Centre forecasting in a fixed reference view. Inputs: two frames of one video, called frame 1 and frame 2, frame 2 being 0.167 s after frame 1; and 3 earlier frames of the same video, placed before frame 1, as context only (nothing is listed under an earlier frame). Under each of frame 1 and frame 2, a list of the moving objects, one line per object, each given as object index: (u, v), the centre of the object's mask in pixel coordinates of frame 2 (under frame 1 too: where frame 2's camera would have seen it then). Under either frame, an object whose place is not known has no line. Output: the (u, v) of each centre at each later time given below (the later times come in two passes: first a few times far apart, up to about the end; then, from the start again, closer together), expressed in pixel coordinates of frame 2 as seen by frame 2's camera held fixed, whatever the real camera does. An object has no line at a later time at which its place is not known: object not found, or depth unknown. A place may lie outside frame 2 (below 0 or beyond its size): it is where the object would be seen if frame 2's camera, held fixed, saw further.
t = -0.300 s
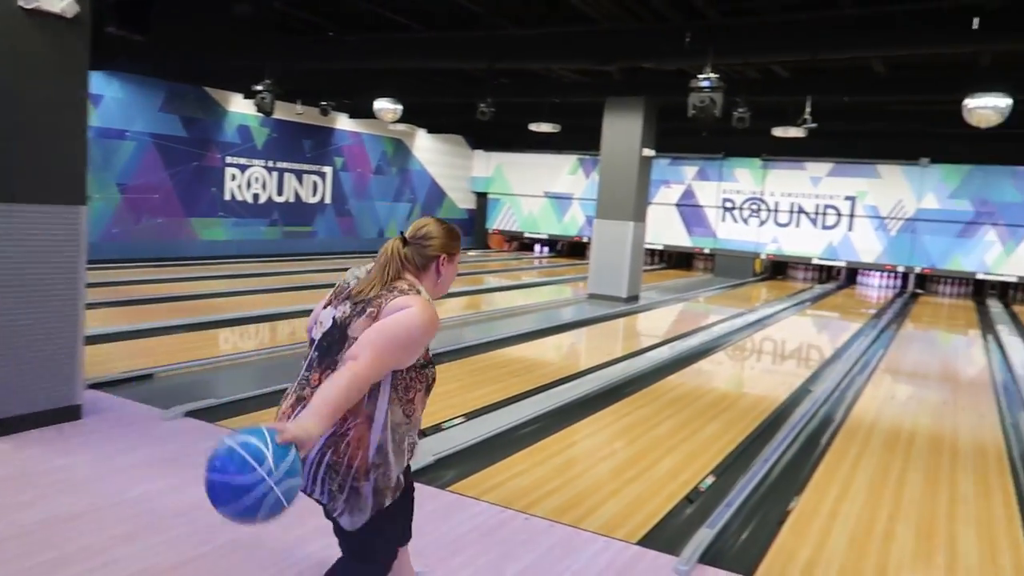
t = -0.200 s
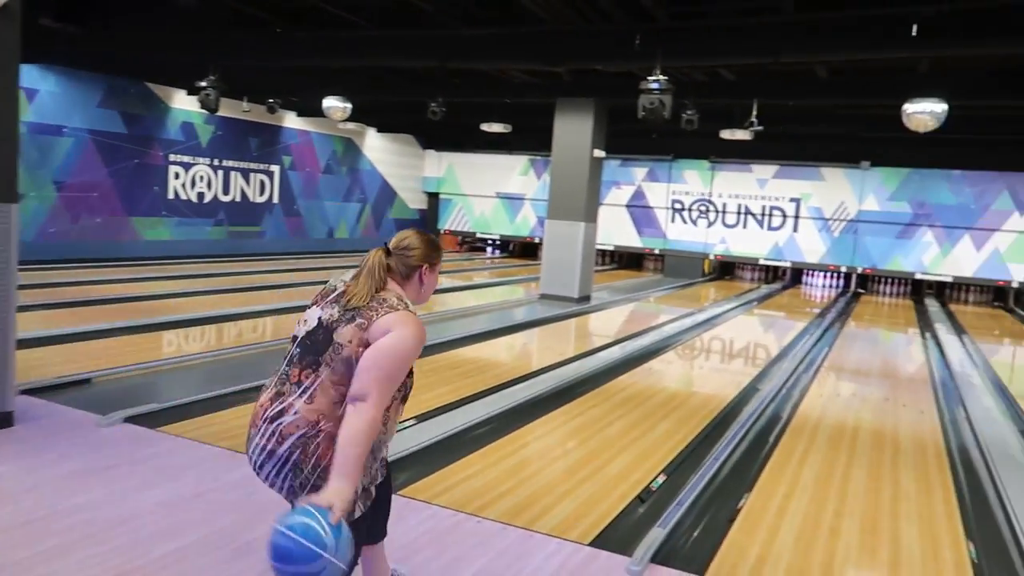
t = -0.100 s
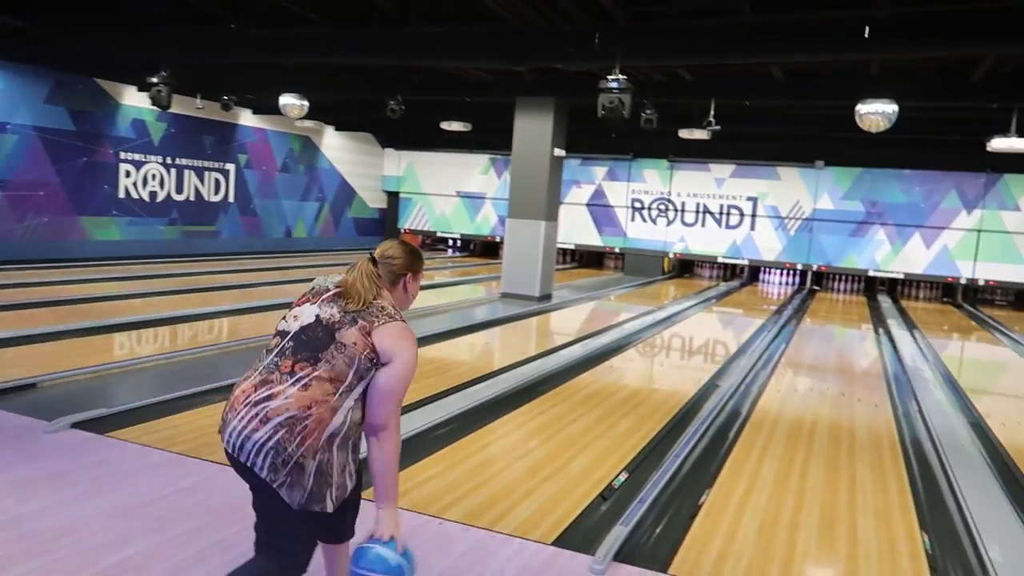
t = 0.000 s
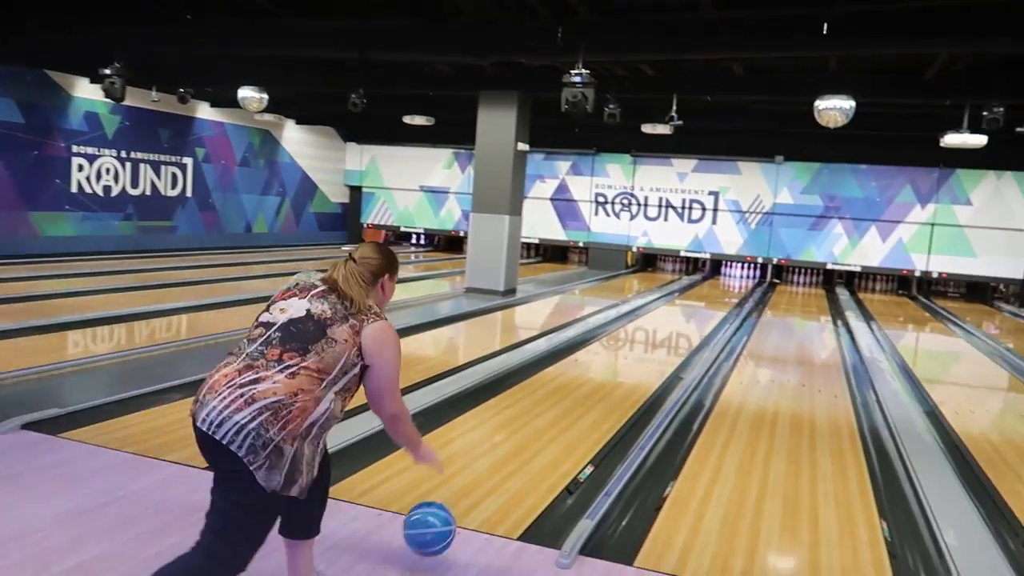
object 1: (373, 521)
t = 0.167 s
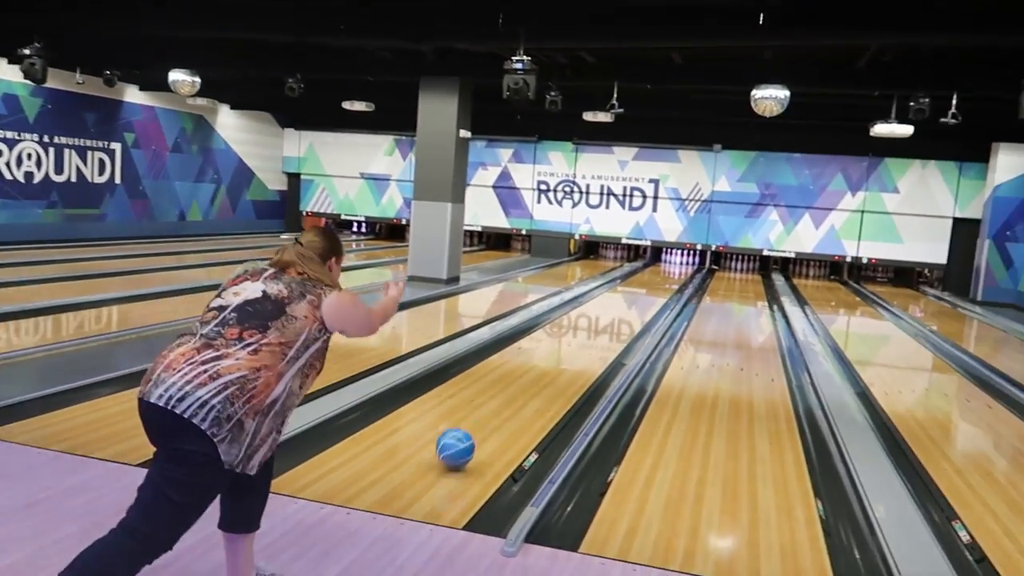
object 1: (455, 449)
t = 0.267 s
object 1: (486, 418)
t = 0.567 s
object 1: (542, 357)
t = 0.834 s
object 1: (571, 327)
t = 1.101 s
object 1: (590, 307)
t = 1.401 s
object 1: (604, 291)
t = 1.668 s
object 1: (613, 282)
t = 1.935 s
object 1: (623, 277)
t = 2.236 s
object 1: (633, 271)
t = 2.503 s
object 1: (643, 267)
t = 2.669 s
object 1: (647, 264)
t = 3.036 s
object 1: (656, 261)
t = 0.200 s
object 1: (466, 439)
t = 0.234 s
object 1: (477, 428)
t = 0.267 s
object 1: (486, 418)
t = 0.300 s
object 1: (495, 409)
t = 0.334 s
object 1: (502, 401)
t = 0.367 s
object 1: (509, 393)
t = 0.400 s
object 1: (516, 386)
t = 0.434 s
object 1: (523, 379)
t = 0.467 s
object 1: (528, 373)
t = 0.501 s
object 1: (533, 367)
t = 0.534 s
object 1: (538, 362)
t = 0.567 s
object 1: (542, 357)
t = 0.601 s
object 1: (547, 352)
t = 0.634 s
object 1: (551, 348)
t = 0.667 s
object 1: (555, 344)
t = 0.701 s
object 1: (559, 340)
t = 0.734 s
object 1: (562, 337)
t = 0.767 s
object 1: (565, 333)
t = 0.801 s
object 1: (568, 330)
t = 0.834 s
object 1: (571, 327)
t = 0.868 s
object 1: (573, 324)
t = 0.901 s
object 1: (576, 321)
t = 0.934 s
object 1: (578, 319)
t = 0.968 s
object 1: (581, 316)
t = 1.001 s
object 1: (584, 314)
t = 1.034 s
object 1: (586, 311)
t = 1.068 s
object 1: (587, 309)
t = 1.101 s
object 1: (590, 307)
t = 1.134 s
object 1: (592, 305)
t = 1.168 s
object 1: (593, 303)
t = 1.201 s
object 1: (596, 302)
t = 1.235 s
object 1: (597, 300)
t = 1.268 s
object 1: (599, 298)
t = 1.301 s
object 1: (600, 296)
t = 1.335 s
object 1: (601, 295)
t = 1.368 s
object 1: (603, 293)
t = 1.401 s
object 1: (604, 291)
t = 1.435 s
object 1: (605, 290)
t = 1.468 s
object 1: (606, 289)
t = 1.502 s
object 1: (608, 287)
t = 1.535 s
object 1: (609, 286)
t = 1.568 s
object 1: (610, 285)
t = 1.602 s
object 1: (612, 283)
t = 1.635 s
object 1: (612, 283)
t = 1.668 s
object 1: (613, 282)
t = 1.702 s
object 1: (614, 281)
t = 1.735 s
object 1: (615, 281)
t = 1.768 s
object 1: (615, 281)
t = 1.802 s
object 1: (615, 281)
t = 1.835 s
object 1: (617, 280)
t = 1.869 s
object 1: (620, 279)
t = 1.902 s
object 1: (622, 277)
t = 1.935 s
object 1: (623, 277)
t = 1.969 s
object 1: (625, 276)
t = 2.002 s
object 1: (625, 275)
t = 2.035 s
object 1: (626, 275)
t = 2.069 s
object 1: (628, 274)
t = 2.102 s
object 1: (629, 273)
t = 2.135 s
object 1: (631, 272)
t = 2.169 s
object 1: (631, 272)
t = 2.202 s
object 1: (632, 272)
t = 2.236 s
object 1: (633, 271)
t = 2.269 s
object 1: (635, 270)
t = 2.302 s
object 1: (636, 270)
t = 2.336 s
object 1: (637, 269)
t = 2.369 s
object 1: (638, 269)
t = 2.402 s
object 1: (639, 268)
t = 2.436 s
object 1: (641, 268)
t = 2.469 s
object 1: (641, 267)
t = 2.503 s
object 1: (643, 267)
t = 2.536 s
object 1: (643, 266)
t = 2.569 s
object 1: (645, 265)
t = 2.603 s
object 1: (645, 265)
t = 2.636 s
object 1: (646, 265)
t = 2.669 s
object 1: (647, 264)
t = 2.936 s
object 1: (654, 261)
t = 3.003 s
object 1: (656, 261)
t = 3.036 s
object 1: (656, 261)
